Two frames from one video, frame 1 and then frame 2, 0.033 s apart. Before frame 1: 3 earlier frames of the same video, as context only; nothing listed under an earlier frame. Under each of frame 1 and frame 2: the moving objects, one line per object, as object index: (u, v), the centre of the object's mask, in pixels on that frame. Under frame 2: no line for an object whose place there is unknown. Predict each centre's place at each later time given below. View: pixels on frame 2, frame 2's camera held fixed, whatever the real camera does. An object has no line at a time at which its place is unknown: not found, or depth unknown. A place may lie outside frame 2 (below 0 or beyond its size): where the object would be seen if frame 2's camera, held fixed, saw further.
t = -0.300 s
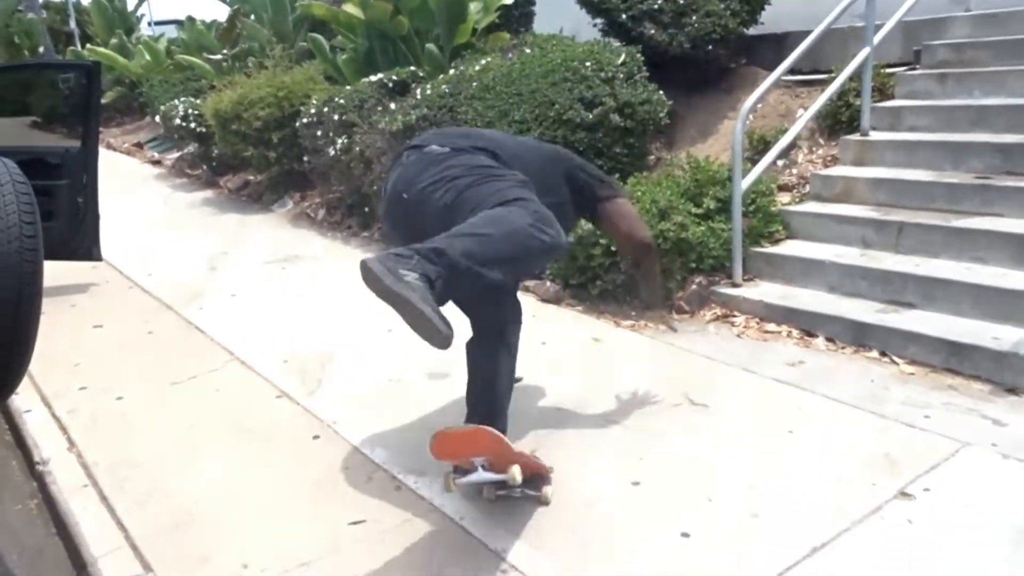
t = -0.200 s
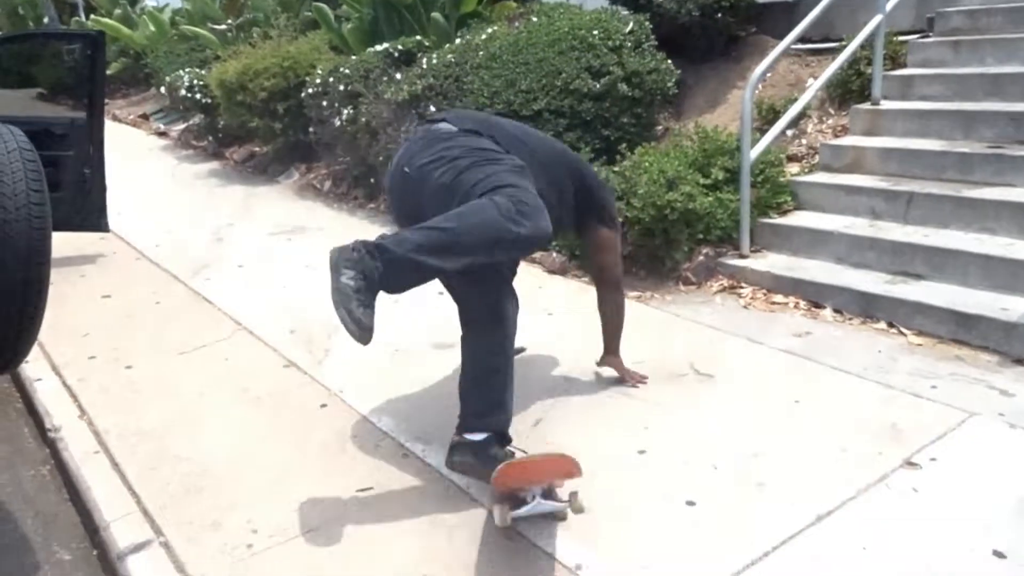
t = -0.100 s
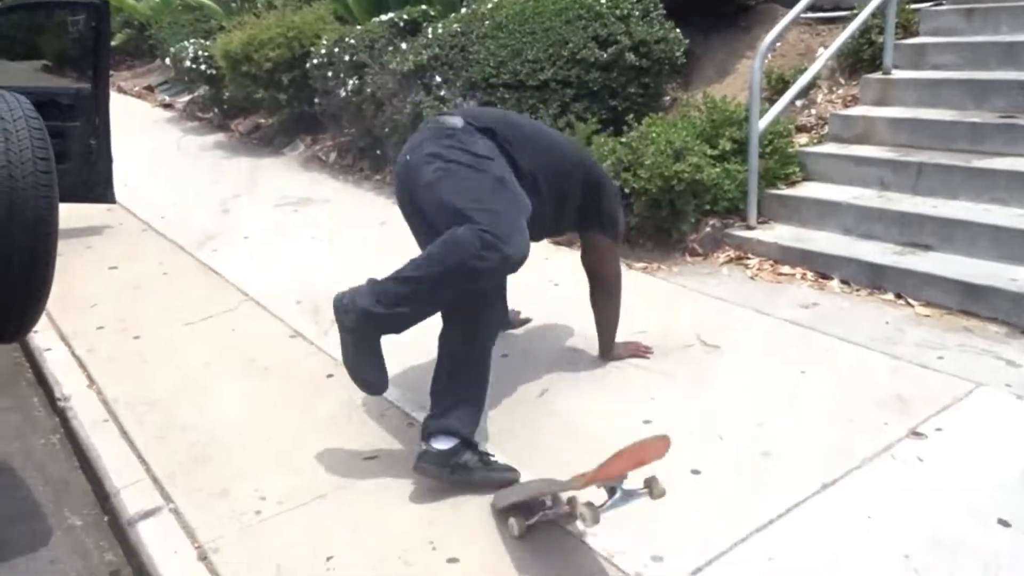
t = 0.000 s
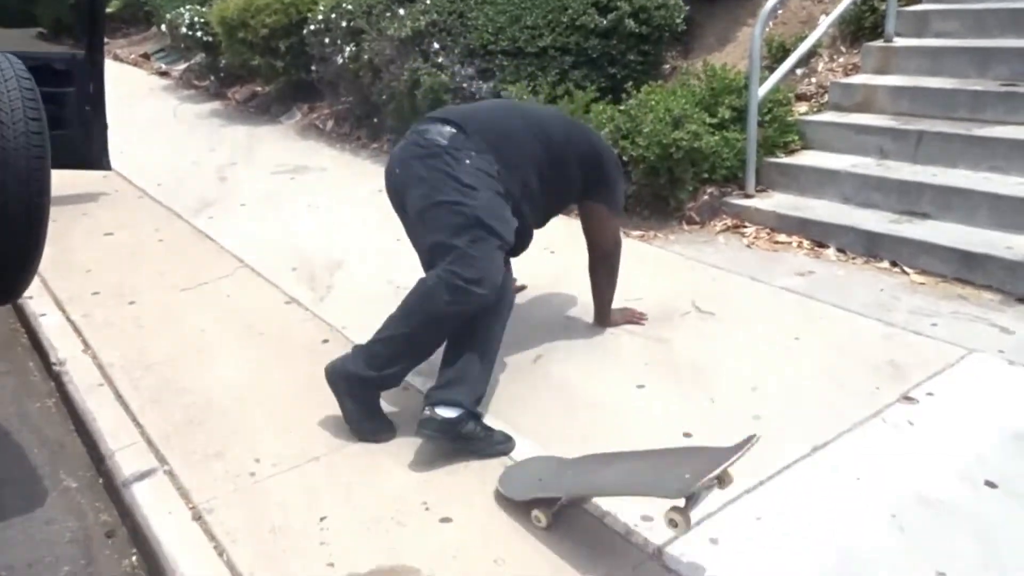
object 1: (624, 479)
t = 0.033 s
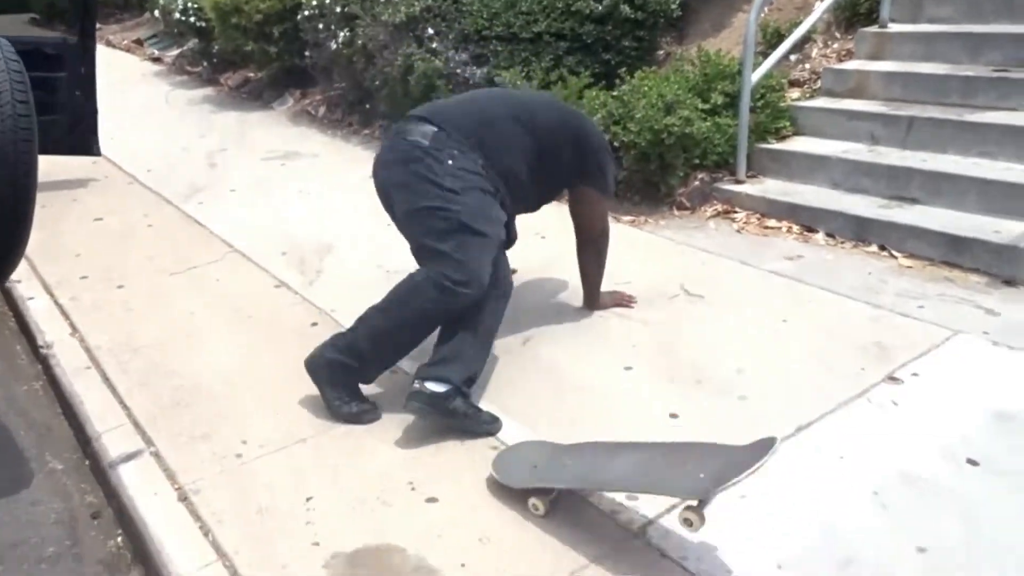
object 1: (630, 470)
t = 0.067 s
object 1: (653, 484)
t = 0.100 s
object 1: (680, 504)
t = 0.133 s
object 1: (703, 524)
